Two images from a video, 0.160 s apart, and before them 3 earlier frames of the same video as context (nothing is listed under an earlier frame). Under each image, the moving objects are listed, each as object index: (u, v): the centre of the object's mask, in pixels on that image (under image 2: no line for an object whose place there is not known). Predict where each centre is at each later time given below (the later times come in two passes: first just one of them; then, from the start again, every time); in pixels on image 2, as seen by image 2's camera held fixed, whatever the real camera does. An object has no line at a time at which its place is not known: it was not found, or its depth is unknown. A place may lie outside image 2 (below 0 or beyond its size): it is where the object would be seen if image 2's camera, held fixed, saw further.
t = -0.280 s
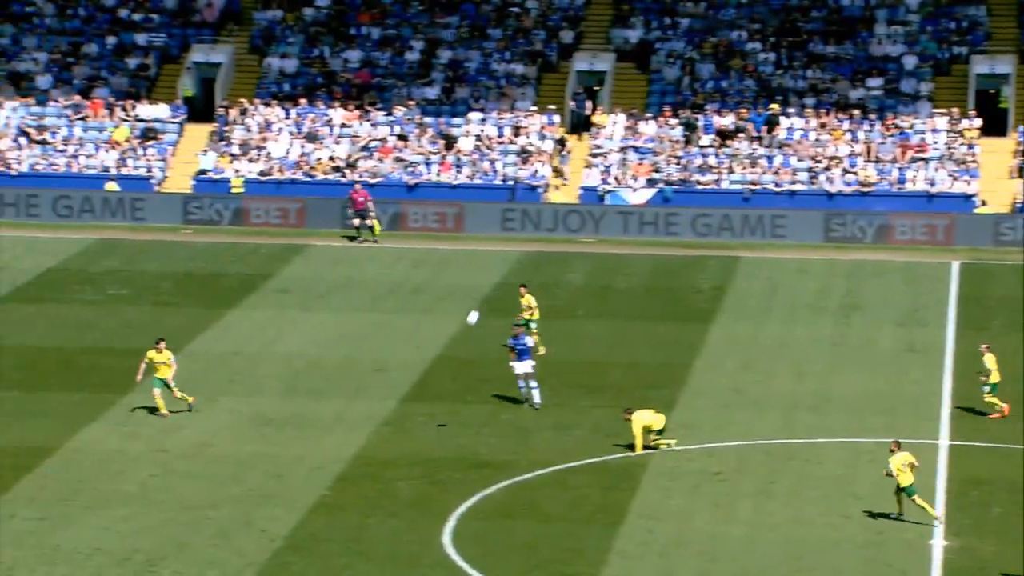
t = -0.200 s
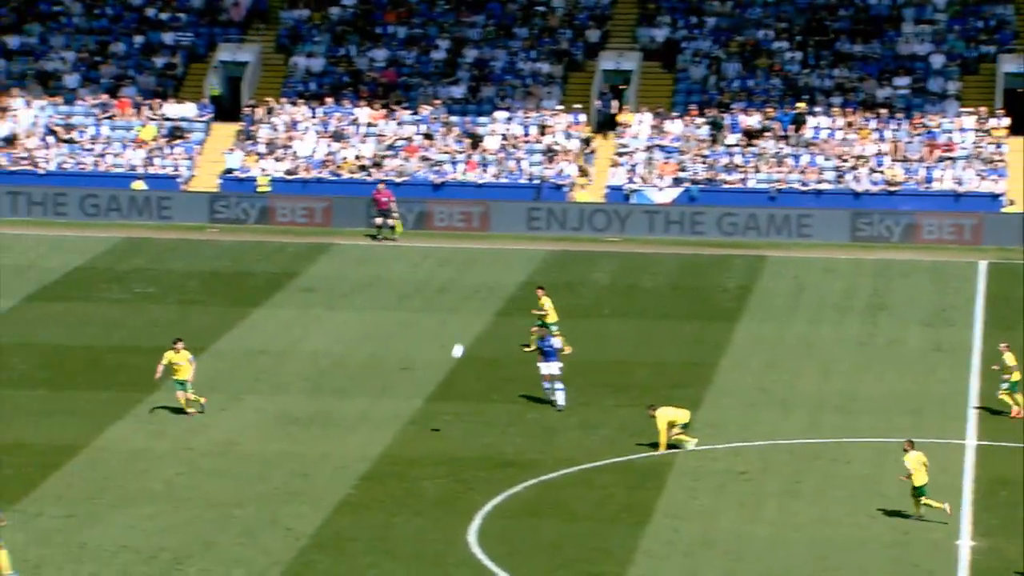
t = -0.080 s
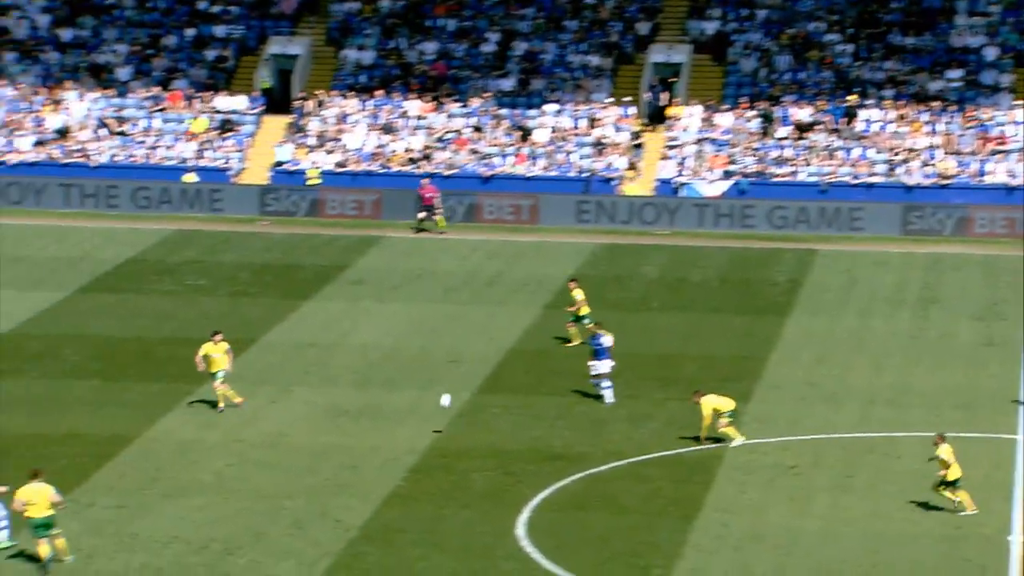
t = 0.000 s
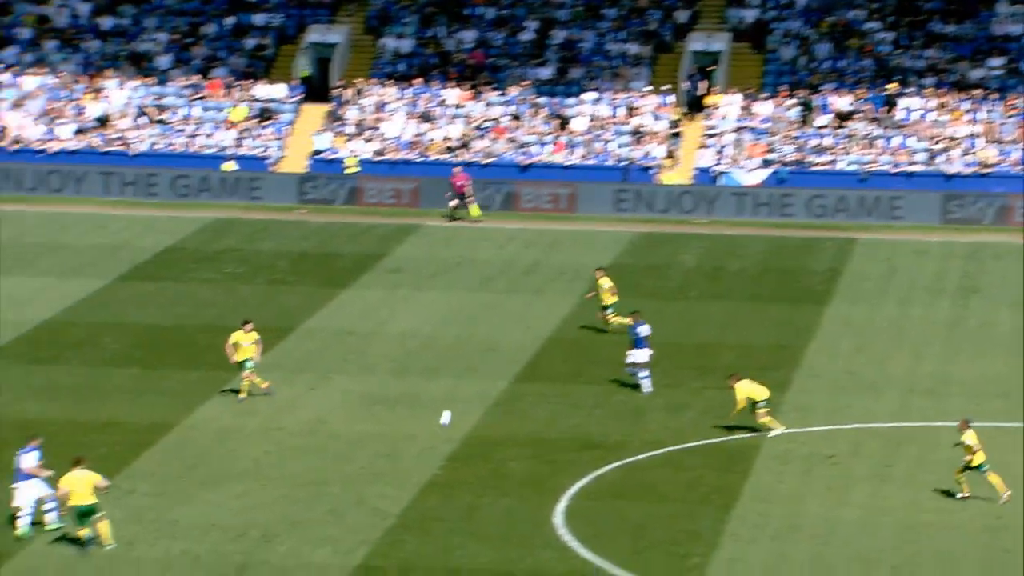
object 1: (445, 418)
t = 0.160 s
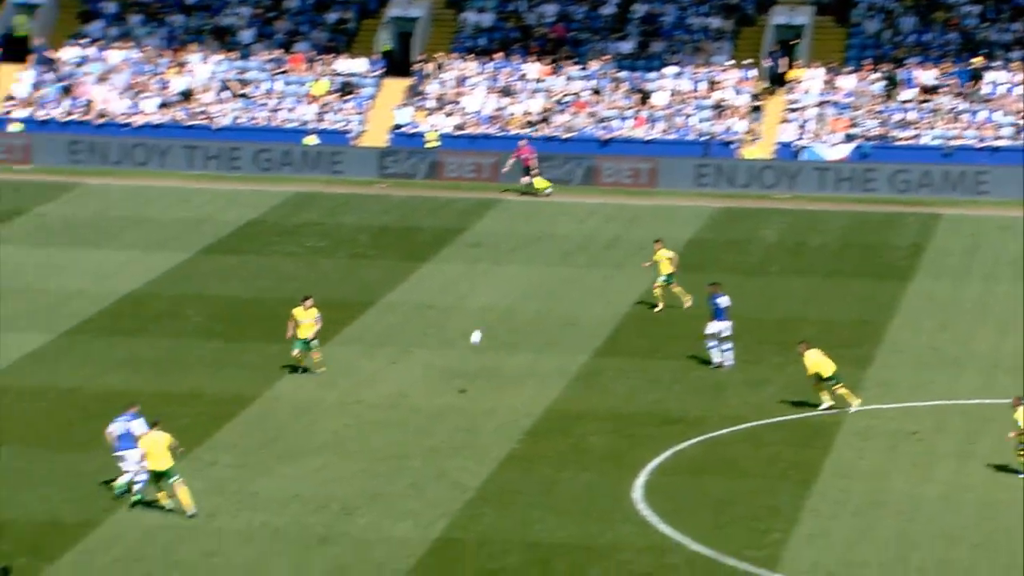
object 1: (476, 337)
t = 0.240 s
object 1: (452, 313)
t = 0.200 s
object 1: (464, 325)
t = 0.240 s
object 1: (452, 313)
